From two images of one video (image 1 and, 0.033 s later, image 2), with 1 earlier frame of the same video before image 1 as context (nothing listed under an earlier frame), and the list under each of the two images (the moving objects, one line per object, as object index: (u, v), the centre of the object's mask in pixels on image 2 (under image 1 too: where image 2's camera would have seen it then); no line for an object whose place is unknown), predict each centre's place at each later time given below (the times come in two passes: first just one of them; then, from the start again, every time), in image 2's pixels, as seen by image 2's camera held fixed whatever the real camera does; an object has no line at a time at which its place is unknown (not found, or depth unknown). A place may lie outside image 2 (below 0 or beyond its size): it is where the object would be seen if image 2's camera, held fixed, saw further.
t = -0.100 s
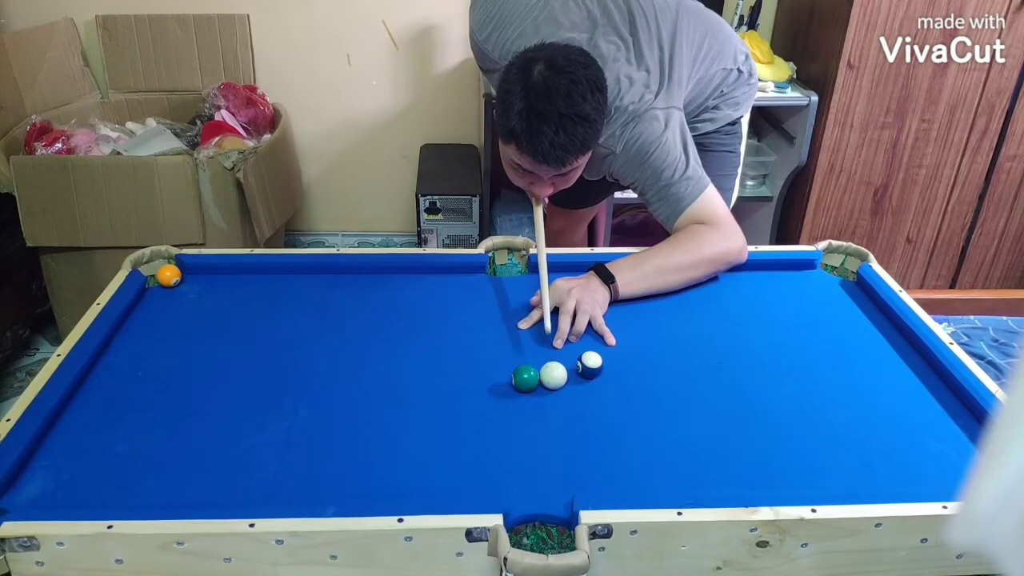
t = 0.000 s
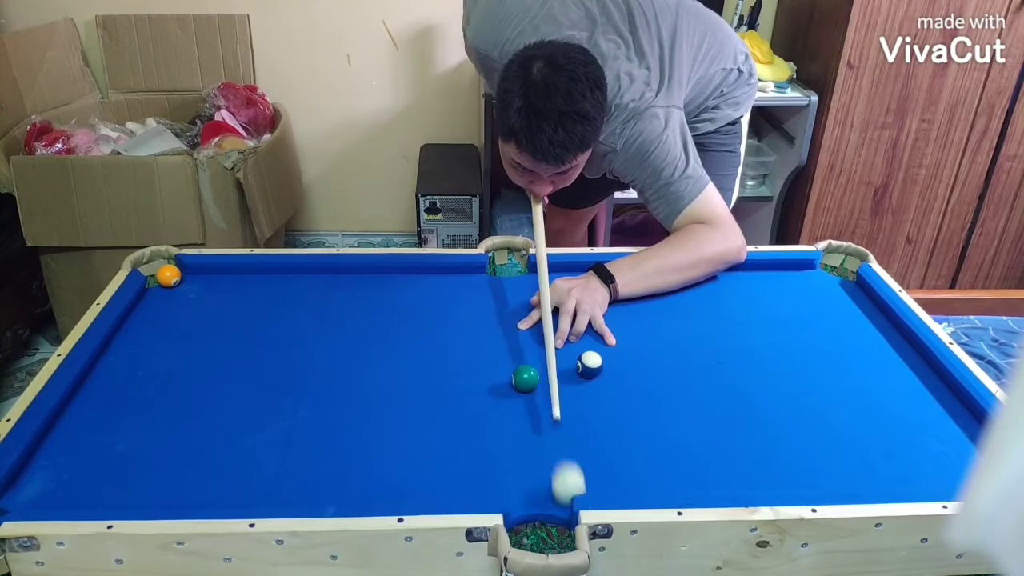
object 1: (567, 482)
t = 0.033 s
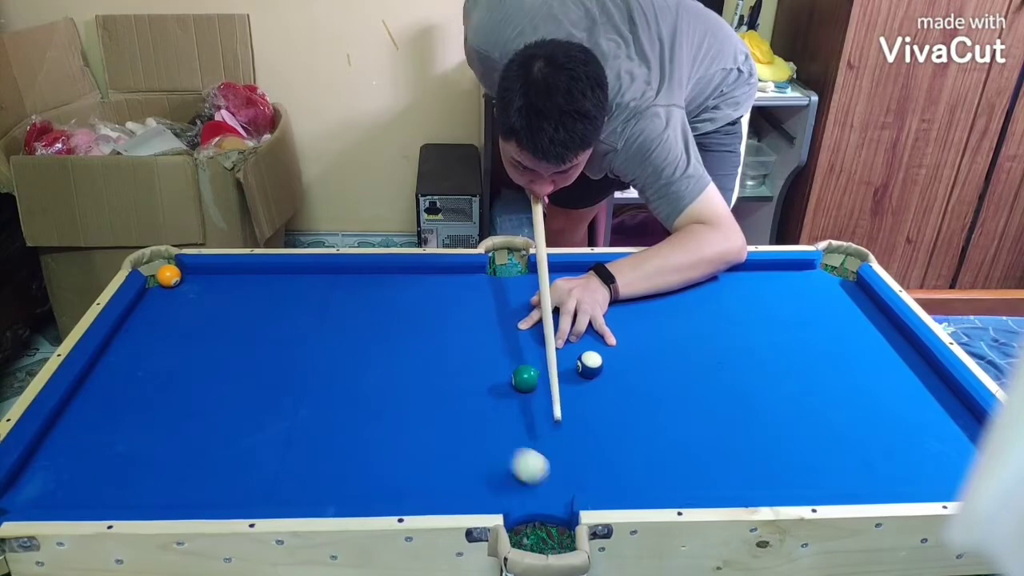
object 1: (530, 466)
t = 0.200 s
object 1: (359, 371)
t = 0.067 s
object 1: (489, 442)
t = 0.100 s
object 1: (452, 420)
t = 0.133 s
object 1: (419, 402)
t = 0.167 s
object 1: (388, 386)
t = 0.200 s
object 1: (359, 371)
